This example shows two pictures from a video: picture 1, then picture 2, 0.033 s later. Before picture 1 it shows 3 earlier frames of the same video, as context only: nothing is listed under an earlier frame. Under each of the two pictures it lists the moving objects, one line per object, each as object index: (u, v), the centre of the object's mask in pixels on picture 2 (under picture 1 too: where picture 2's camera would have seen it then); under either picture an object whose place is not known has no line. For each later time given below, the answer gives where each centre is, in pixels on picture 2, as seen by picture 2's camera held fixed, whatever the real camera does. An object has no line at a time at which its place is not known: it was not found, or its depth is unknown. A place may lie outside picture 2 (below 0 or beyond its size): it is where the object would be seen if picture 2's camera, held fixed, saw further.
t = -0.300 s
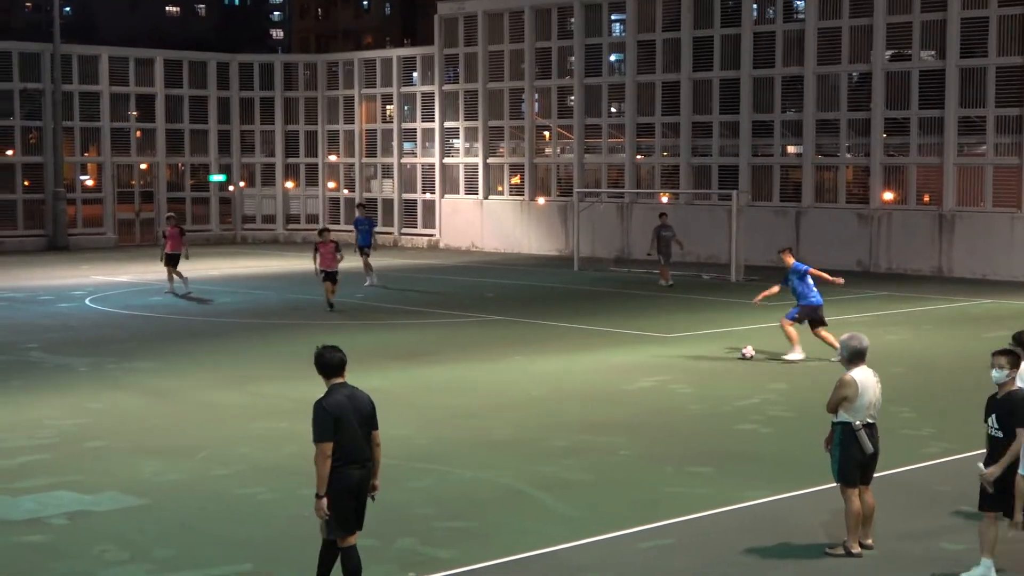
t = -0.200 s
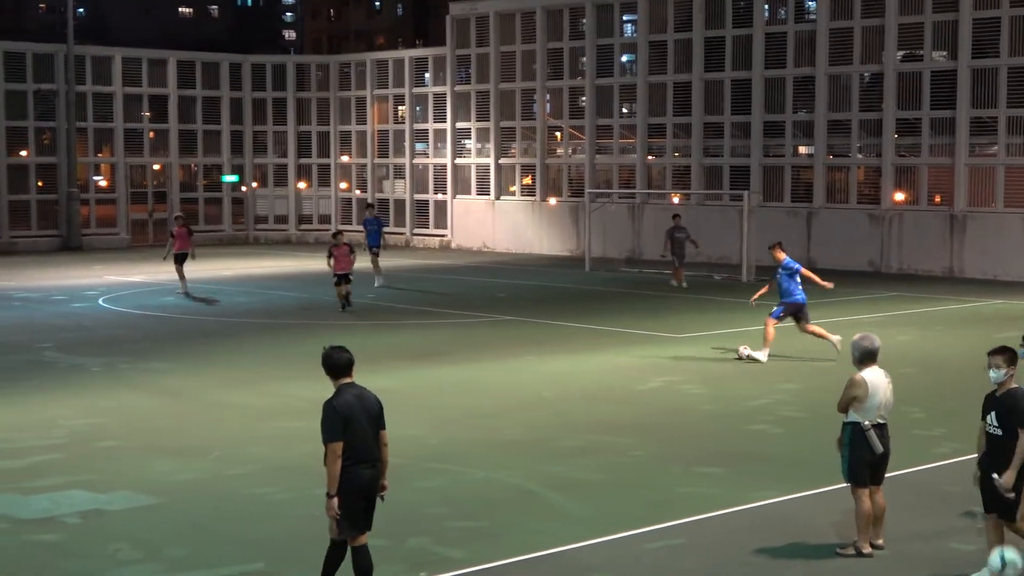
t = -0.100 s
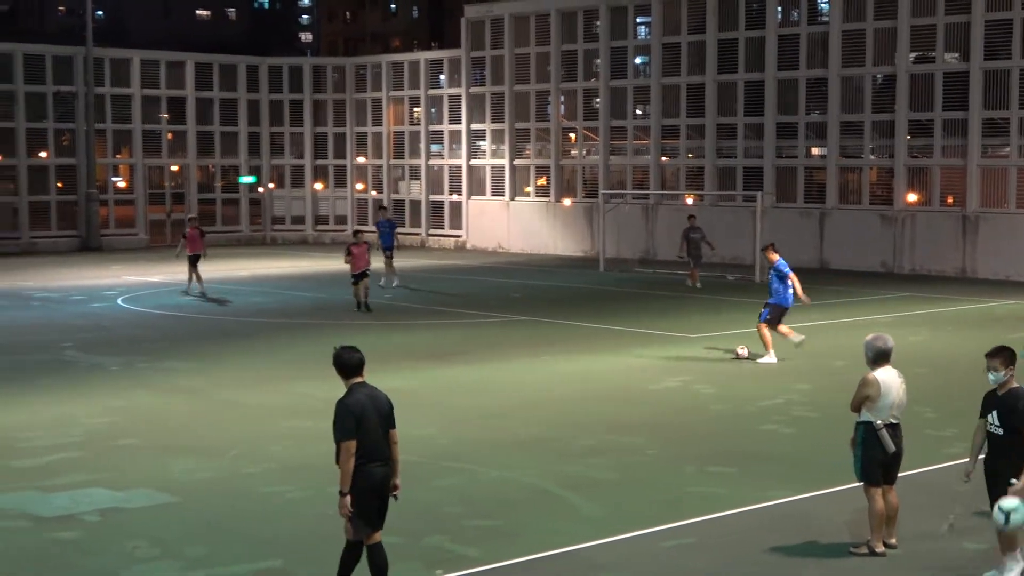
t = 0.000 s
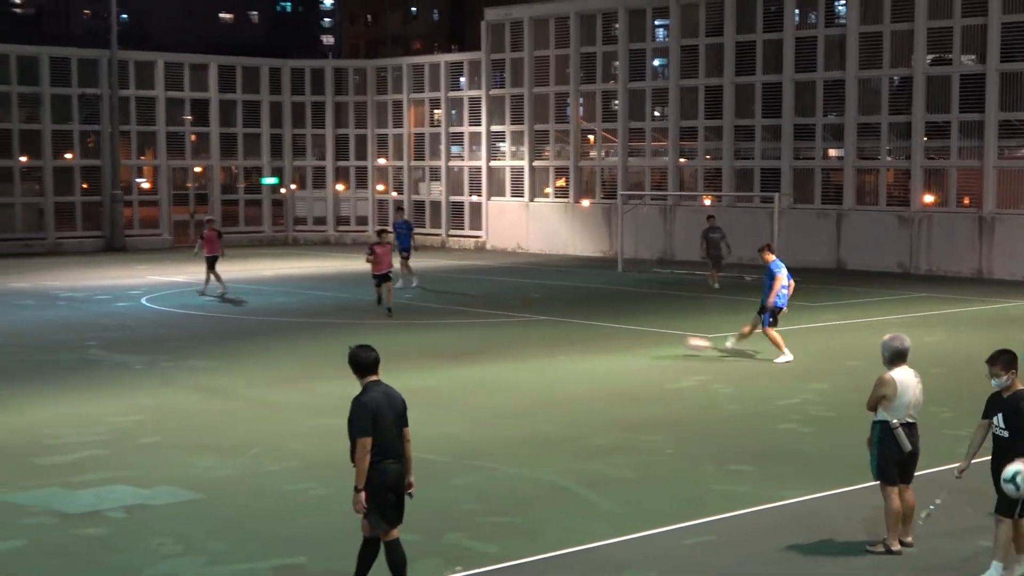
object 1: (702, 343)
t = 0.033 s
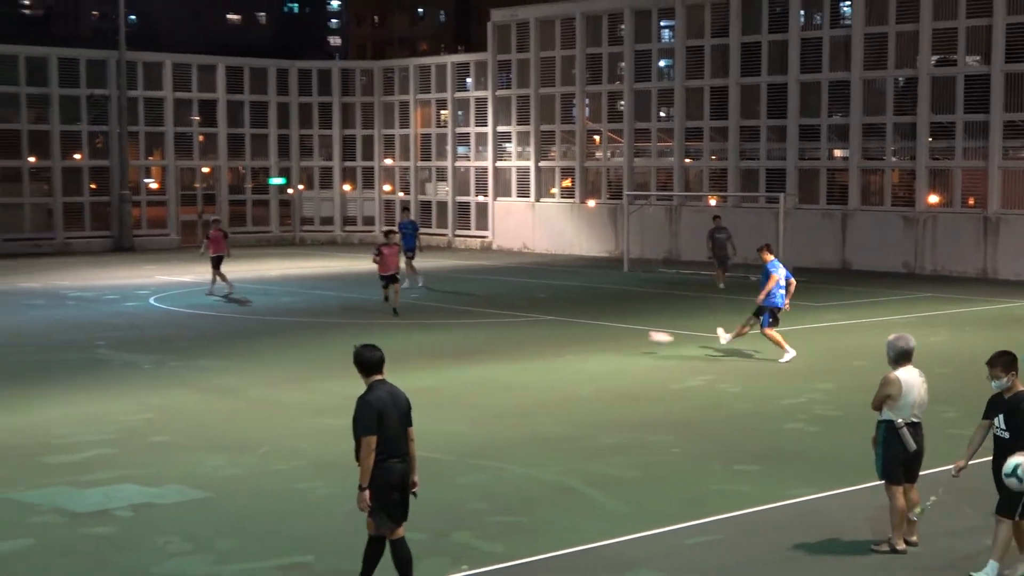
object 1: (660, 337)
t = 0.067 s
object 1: (619, 333)
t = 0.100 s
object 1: (579, 329)
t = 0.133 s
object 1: (540, 326)
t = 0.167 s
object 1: (501, 322)
